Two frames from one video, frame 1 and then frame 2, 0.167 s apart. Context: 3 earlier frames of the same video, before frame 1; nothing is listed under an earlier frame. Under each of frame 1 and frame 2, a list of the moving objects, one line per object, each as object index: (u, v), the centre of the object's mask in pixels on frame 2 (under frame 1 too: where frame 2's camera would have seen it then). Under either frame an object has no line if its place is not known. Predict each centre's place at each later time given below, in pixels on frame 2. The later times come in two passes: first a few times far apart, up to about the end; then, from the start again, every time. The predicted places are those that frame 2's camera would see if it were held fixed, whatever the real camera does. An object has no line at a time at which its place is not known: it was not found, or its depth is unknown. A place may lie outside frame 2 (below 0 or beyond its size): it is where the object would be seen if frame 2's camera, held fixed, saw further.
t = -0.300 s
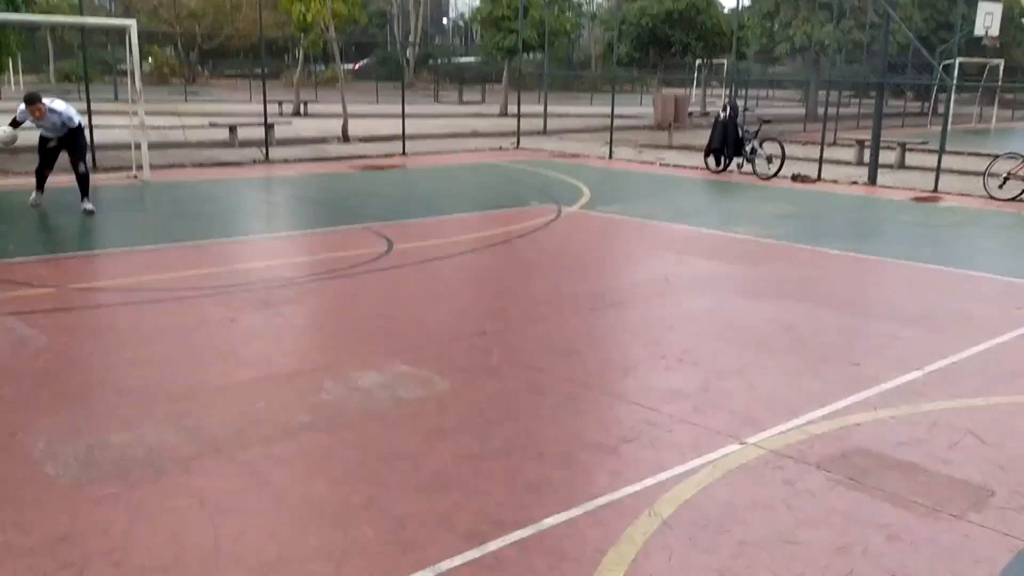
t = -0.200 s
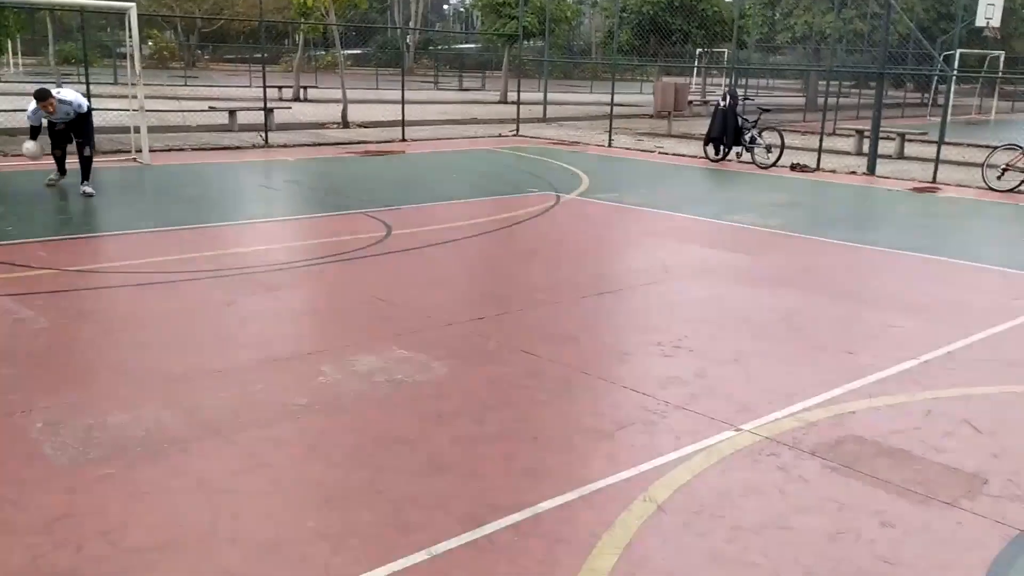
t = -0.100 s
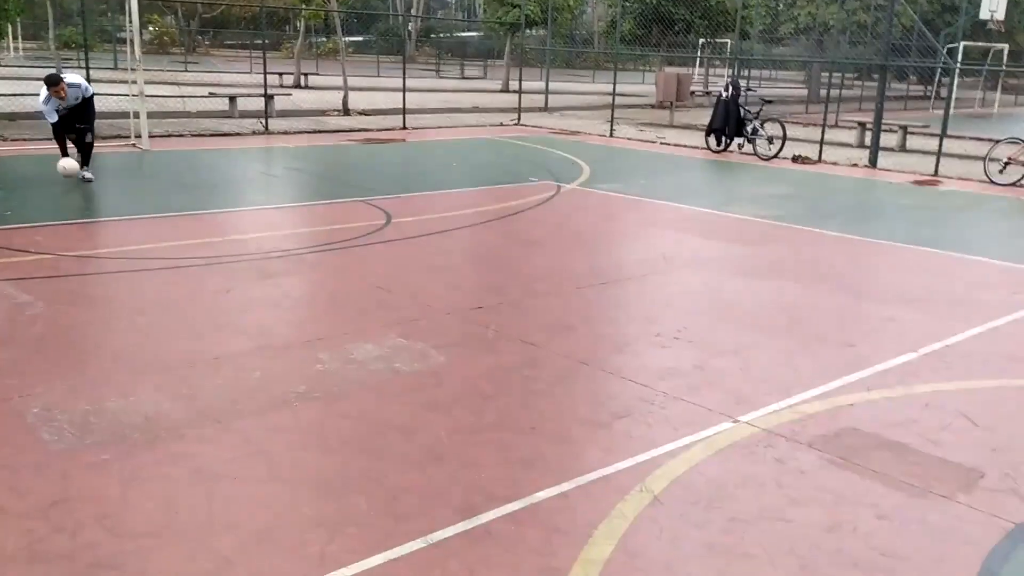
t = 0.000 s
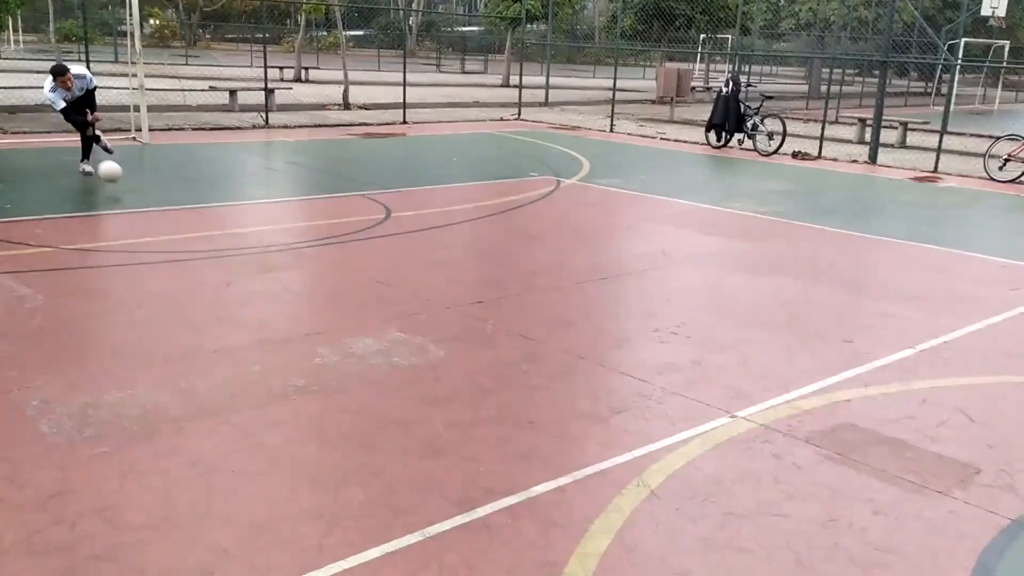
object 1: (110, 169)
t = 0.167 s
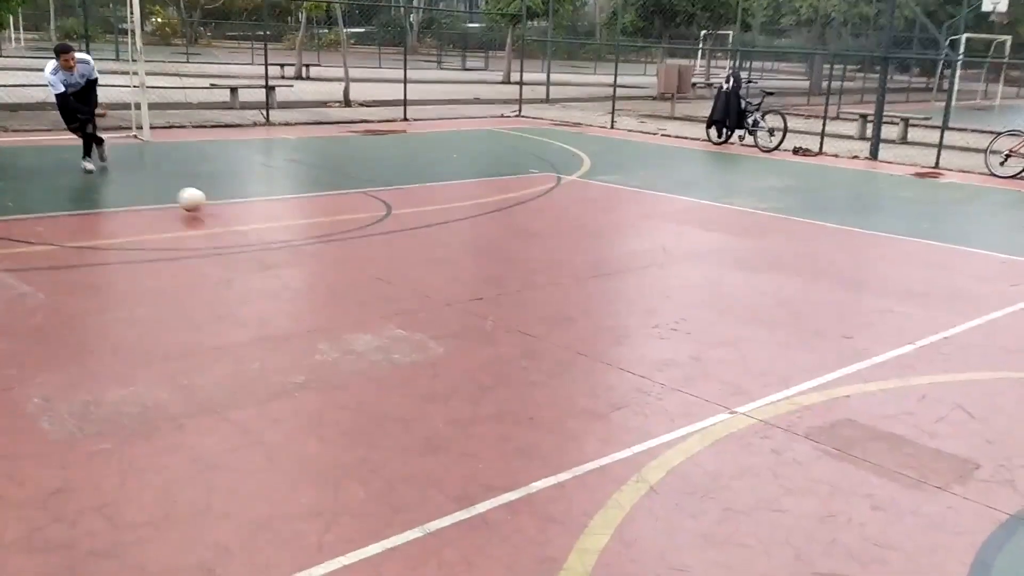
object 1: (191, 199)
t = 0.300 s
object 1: (264, 223)
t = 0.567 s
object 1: (434, 277)
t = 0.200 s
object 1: (208, 203)
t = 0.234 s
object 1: (225, 207)
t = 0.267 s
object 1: (243, 213)
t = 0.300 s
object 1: (264, 223)
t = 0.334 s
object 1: (284, 231)
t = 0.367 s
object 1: (302, 235)
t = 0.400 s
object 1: (322, 239)
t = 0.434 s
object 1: (344, 247)
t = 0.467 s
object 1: (366, 257)
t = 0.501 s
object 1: (389, 268)
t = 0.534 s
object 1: (410, 271)
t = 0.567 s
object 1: (434, 277)
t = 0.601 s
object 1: (459, 287)
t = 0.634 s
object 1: (485, 299)
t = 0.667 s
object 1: (512, 311)
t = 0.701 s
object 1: (539, 318)
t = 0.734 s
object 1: (566, 327)
